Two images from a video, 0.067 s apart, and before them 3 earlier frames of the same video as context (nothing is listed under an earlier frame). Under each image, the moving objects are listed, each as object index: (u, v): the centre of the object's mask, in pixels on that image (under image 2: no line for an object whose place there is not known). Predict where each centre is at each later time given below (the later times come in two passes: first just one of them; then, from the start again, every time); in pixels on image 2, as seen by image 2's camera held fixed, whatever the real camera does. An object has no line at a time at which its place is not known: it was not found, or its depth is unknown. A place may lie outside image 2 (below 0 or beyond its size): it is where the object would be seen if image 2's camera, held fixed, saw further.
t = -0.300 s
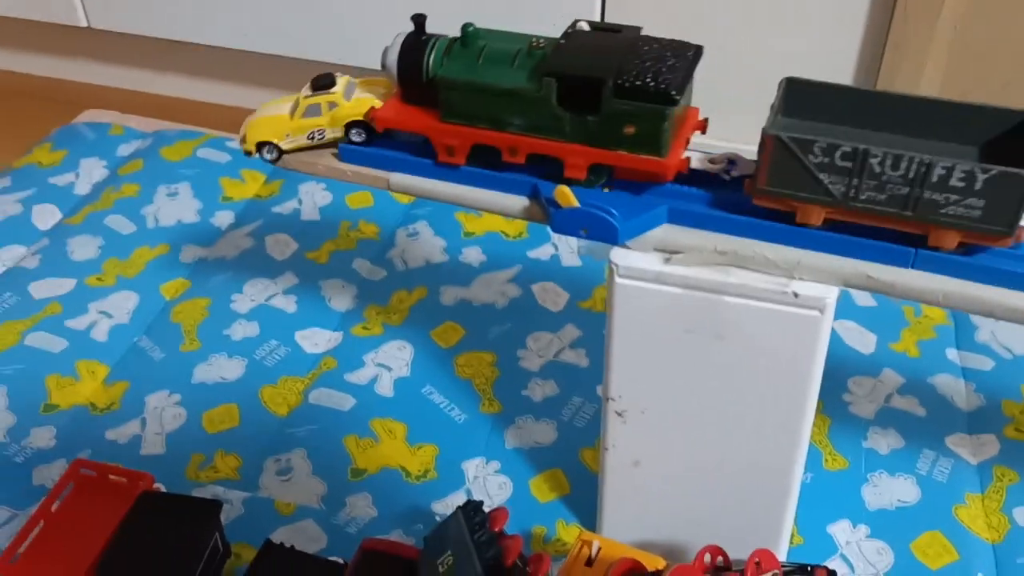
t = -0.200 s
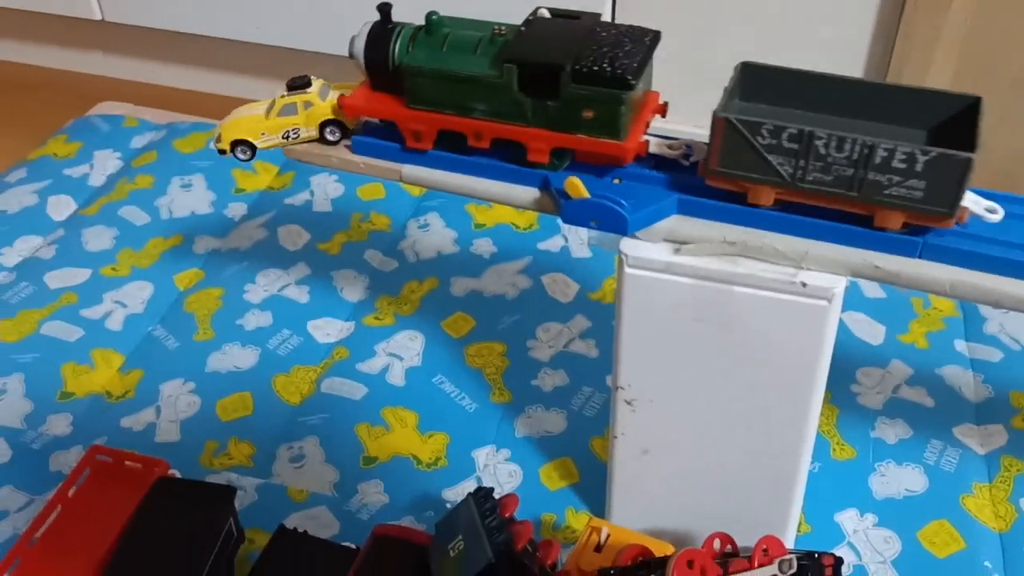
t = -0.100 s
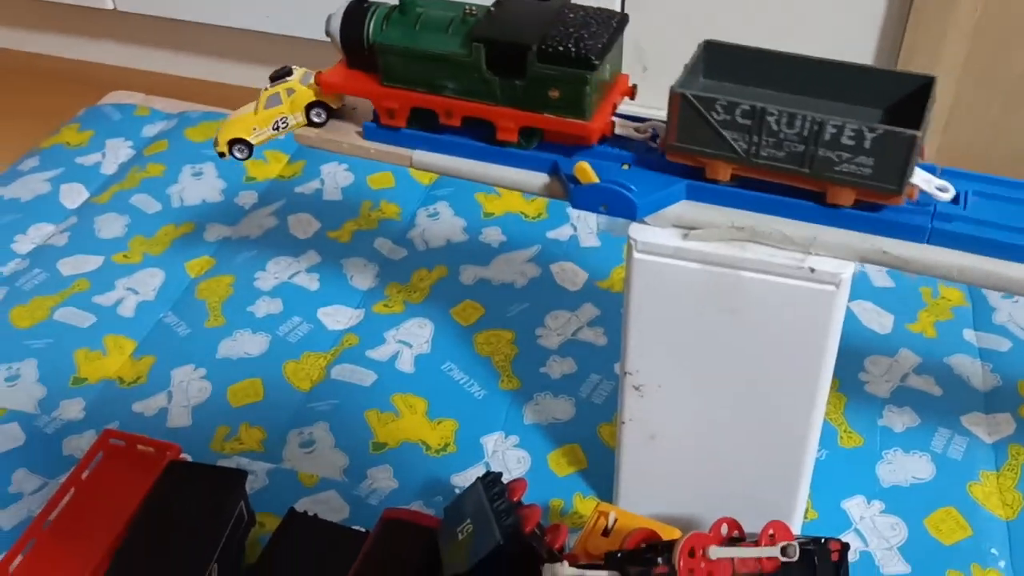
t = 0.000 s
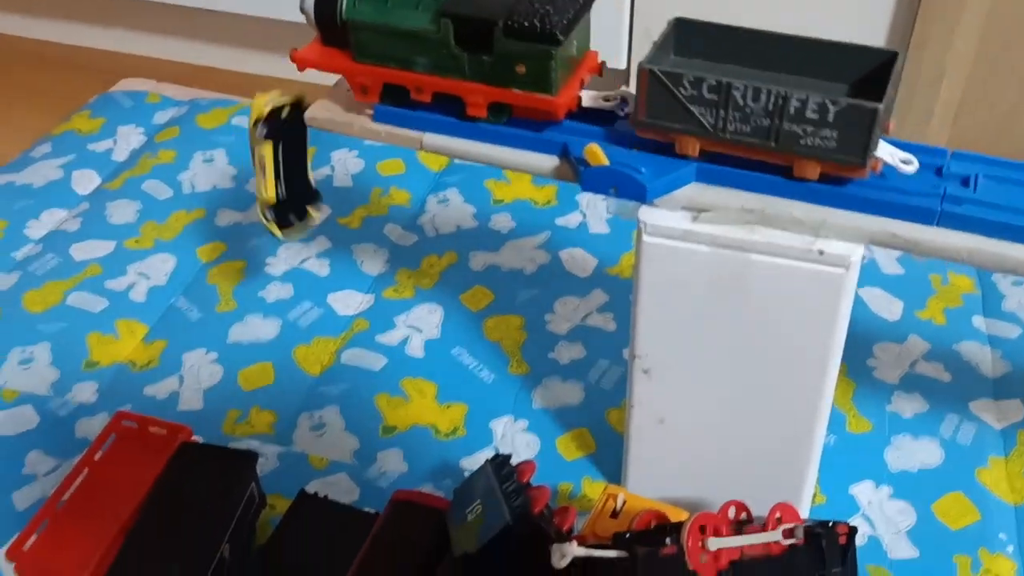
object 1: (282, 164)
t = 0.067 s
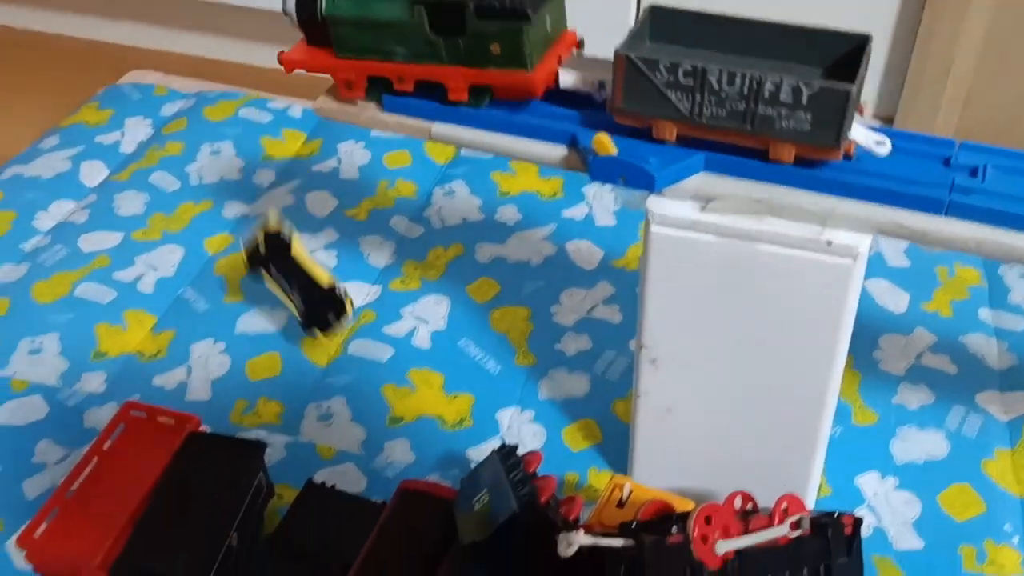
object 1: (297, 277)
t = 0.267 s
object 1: (280, 242)
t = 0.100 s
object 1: (300, 339)
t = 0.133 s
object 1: (291, 291)
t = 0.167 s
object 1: (284, 257)
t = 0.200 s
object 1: (285, 236)
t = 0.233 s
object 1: (283, 234)
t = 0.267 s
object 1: (280, 242)
